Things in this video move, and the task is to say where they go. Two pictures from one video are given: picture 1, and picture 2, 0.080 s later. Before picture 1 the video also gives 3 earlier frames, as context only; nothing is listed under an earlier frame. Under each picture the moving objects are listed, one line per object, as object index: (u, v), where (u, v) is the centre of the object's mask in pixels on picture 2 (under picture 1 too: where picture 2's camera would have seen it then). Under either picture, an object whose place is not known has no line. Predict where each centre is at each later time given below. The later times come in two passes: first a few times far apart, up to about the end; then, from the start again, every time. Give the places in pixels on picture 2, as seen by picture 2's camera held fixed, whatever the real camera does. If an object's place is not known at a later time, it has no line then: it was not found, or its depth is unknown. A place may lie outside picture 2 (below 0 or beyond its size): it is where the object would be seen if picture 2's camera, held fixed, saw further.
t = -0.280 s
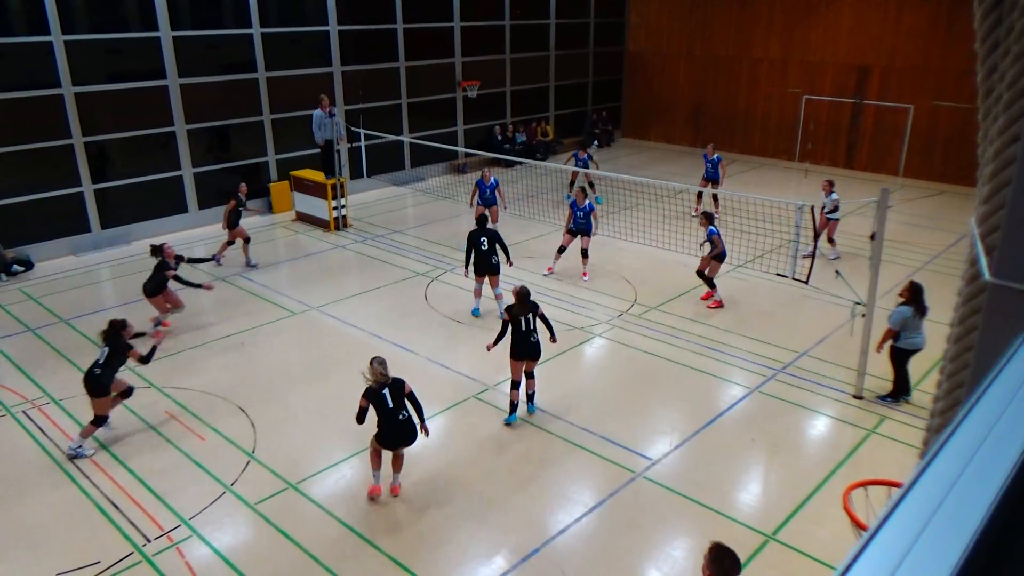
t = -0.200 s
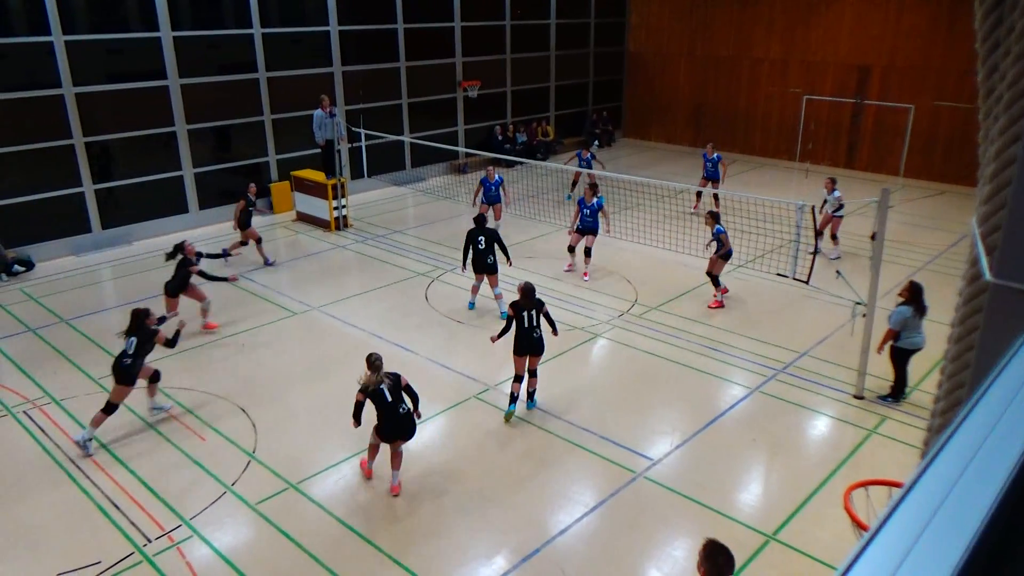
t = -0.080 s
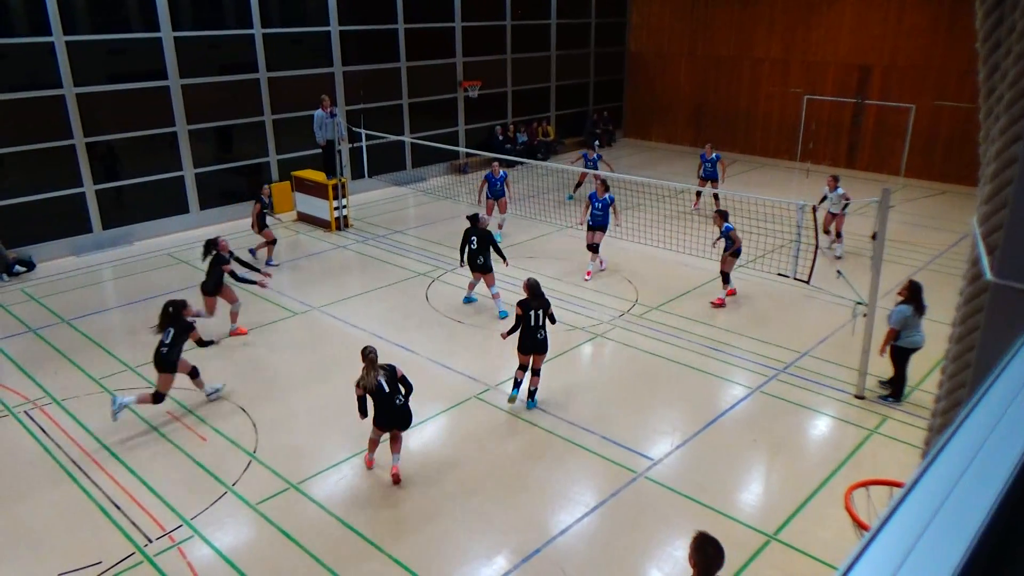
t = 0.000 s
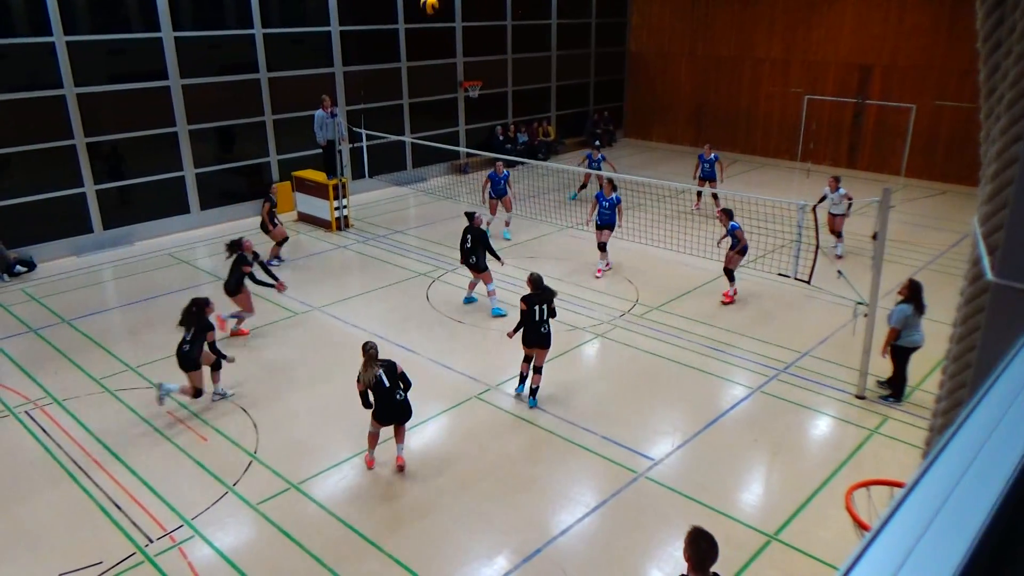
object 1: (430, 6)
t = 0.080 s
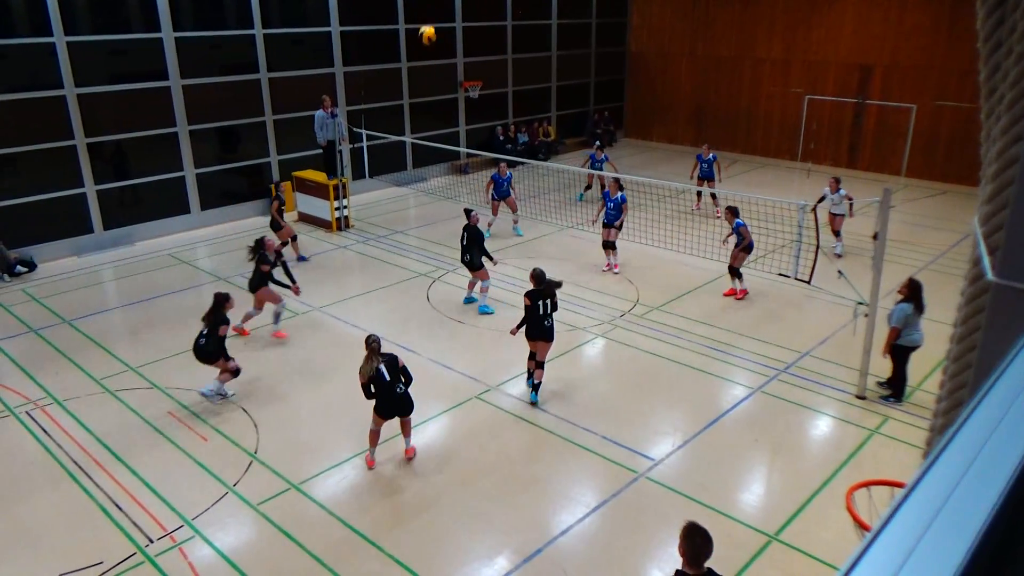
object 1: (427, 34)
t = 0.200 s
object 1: (425, 87)
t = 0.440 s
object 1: (421, 209)
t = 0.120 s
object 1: (426, 51)
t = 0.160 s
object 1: (425, 70)
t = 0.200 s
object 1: (425, 87)
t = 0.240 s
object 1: (424, 106)
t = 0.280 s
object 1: (423, 126)
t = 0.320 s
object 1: (423, 146)
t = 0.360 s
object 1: (422, 166)
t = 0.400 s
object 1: (422, 187)
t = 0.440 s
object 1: (421, 209)
